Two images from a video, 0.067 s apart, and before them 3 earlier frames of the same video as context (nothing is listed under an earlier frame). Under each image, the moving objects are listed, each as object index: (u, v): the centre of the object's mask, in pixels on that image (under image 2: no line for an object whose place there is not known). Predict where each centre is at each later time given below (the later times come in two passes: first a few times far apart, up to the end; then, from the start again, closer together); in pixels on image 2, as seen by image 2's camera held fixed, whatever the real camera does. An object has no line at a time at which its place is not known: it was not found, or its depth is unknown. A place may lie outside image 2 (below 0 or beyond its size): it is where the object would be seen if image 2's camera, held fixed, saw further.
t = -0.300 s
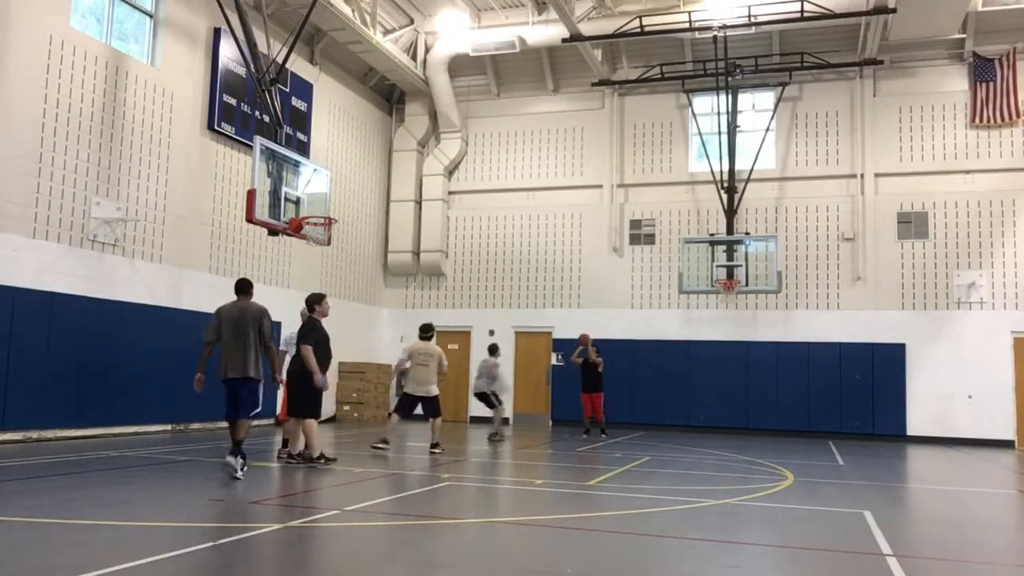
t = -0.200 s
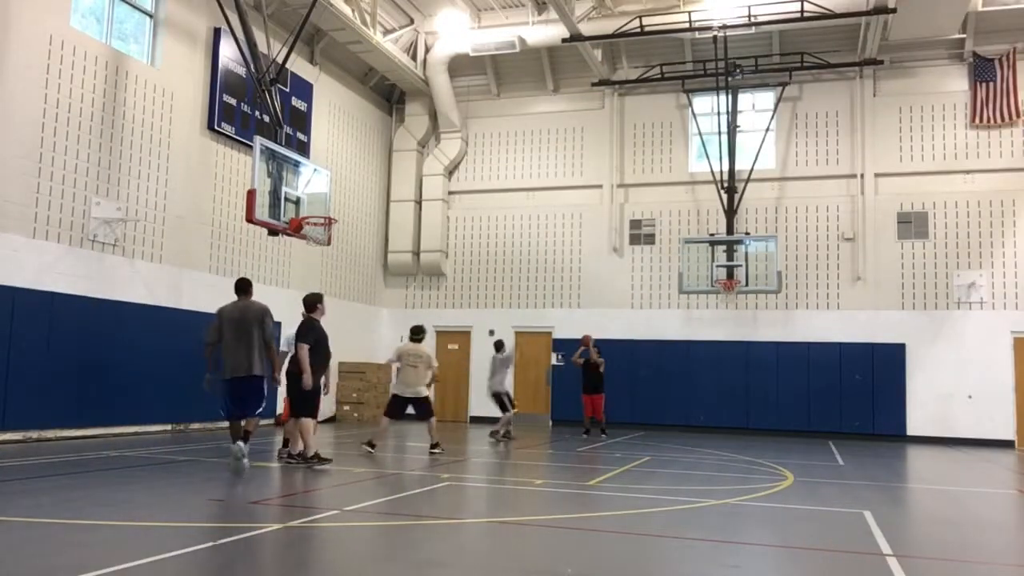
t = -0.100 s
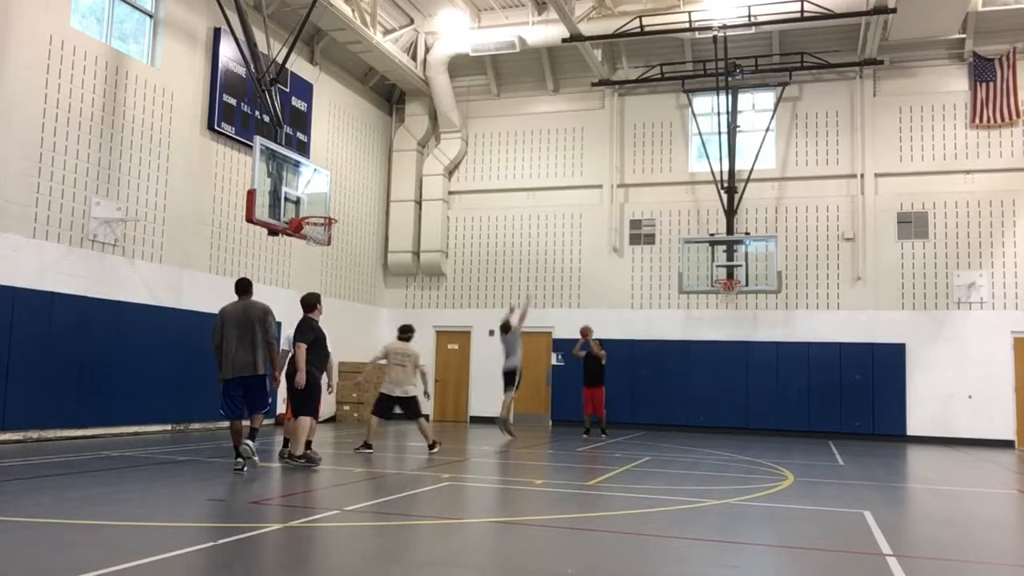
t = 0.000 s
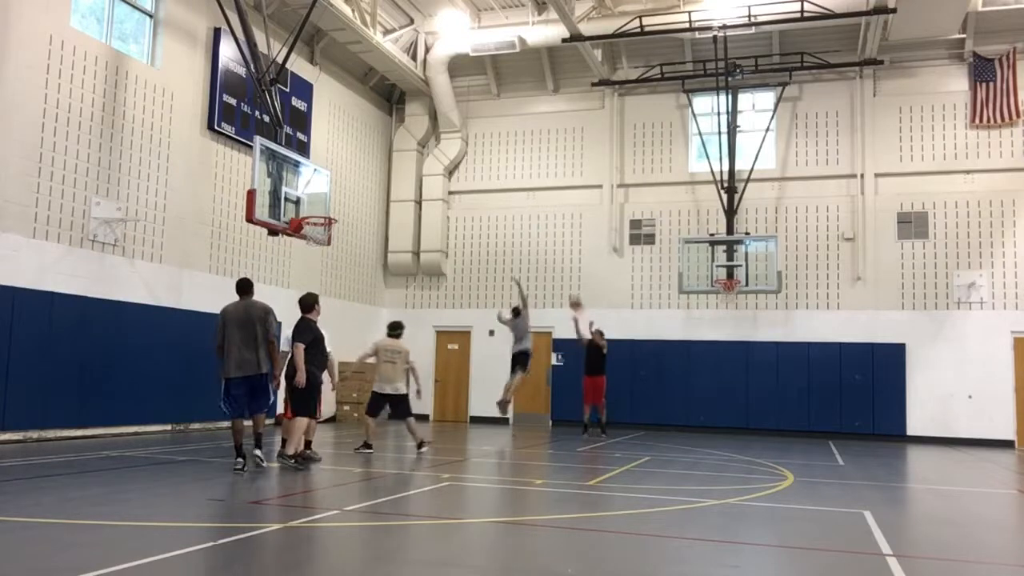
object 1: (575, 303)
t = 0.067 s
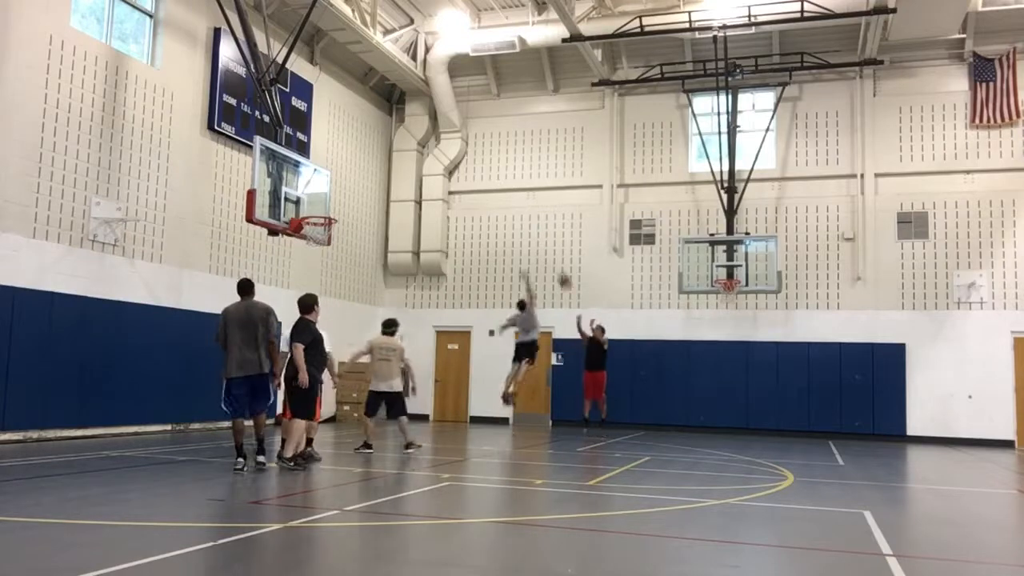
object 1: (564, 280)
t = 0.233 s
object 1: (533, 230)
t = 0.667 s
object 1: (441, 162)
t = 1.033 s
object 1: (342, 189)
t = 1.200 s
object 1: (327, 214)
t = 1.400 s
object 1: (301, 194)
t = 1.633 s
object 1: (309, 184)
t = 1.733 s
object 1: (312, 191)
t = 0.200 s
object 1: (540, 239)
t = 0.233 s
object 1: (533, 230)
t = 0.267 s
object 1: (527, 222)
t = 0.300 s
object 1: (520, 214)
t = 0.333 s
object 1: (514, 206)
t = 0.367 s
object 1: (507, 199)
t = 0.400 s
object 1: (500, 192)
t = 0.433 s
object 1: (493, 186)
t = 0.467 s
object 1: (486, 181)
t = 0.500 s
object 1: (479, 176)
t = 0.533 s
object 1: (472, 173)
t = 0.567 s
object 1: (465, 169)
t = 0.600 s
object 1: (457, 167)
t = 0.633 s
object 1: (449, 164)
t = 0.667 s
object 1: (441, 162)
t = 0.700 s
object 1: (433, 161)
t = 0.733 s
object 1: (425, 160)
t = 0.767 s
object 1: (416, 160)
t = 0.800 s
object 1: (407, 161)
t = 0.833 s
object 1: (400, 163)
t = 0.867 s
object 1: (391, 165)
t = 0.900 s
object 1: (382, 169)
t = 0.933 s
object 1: (371, 173)
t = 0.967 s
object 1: (362, 177)
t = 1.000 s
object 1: (352, 183)
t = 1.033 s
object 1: (342, 189)
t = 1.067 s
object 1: (333, 196)
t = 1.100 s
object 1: (323, 202)
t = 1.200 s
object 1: (327, 214)
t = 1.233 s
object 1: (318, 212)
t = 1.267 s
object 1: (309, 211)
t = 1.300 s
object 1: (305, 207)
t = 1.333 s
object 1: (302, 202)
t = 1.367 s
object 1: (301, 198)
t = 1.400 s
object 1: (301, 194)
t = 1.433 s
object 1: (302, 190)
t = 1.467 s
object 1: (304, 187)
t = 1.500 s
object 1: (305, 185)
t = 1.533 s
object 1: (306, 183)
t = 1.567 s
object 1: (307, 182)
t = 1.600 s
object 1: (308, 182)
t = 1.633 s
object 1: (309, 184)
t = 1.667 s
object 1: (310, 185)
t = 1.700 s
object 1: (311, 188)
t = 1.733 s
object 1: (312, 191)
